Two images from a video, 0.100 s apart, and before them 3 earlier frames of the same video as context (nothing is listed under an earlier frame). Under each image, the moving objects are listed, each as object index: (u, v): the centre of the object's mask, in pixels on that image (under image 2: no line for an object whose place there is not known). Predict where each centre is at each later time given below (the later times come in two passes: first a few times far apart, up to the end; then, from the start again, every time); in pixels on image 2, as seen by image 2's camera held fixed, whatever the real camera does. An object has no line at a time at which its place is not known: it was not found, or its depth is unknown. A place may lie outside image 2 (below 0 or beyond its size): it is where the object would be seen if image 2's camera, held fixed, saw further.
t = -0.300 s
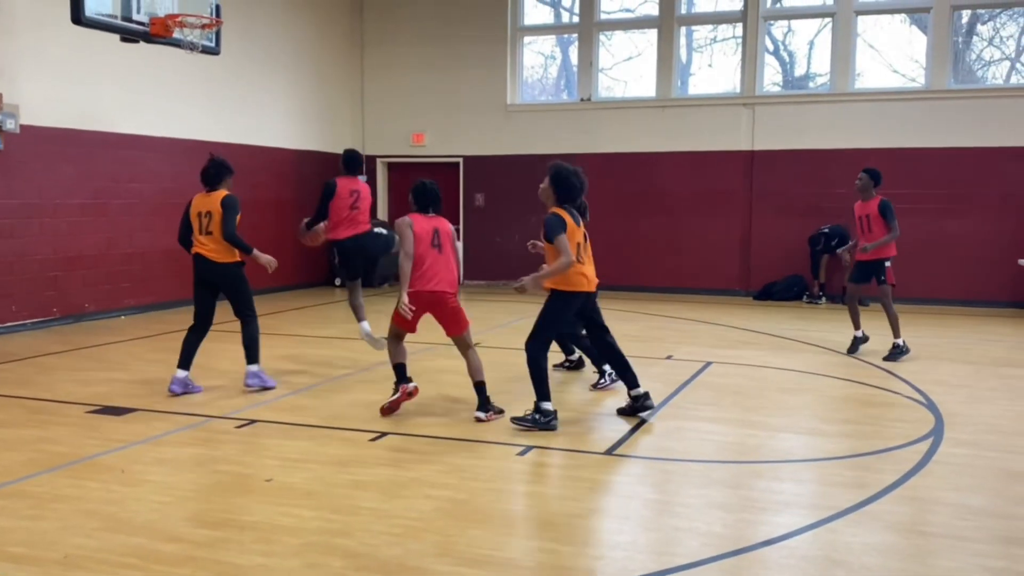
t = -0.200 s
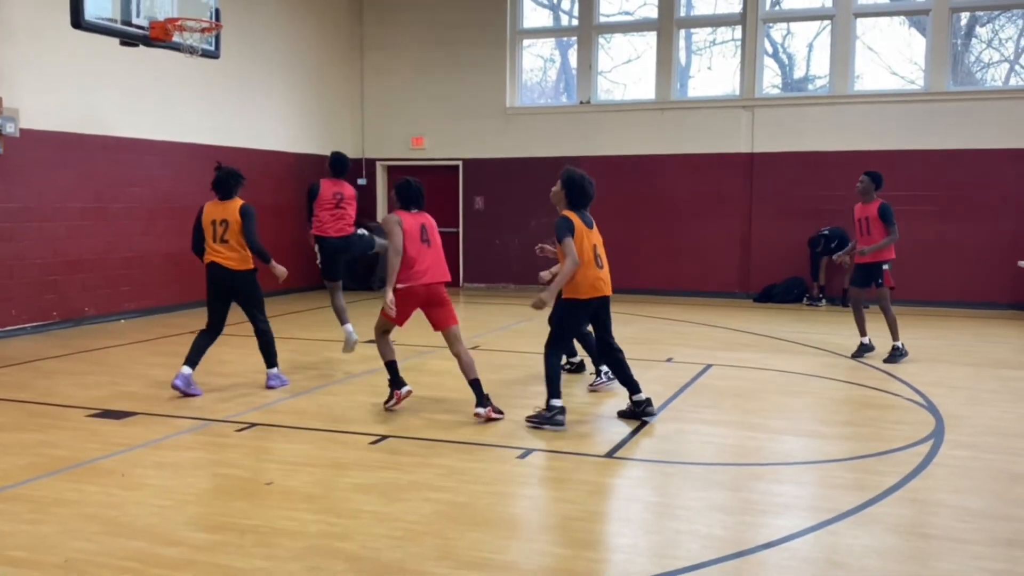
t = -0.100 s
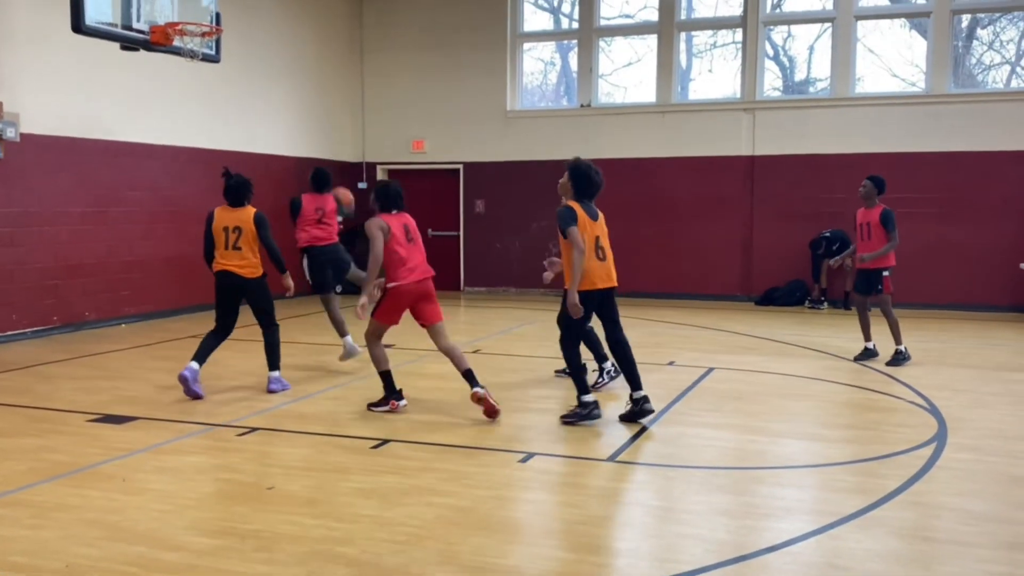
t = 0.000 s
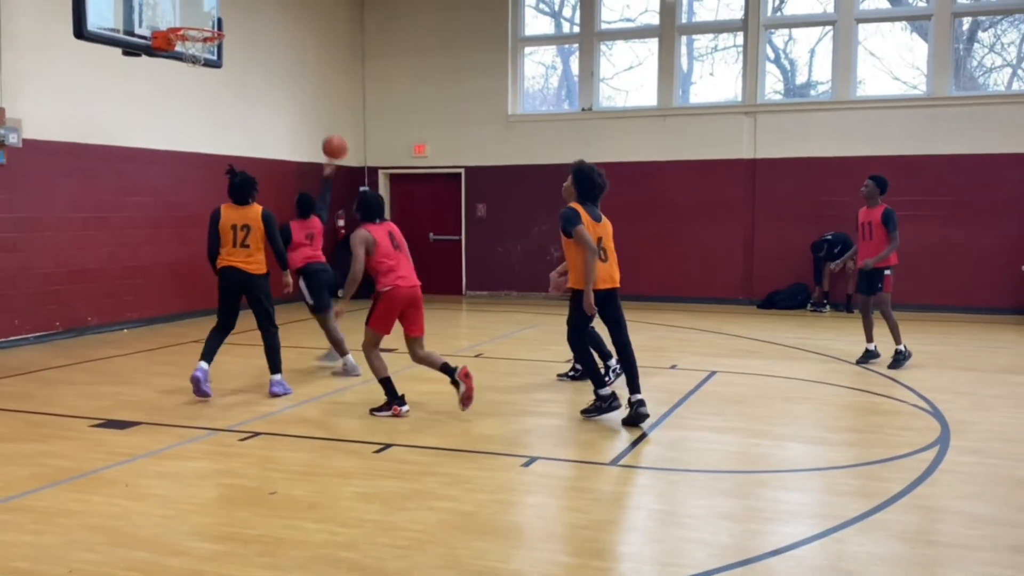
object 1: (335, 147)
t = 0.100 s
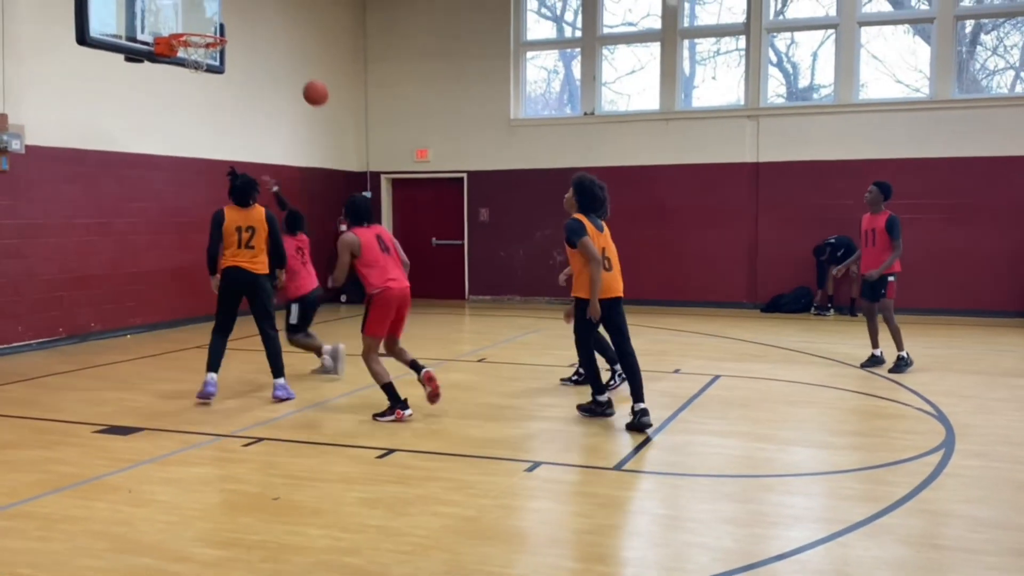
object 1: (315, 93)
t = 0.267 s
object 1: (281, 18)
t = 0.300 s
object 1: (274, 6)
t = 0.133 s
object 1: (309, 76)
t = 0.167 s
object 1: (302, 59)
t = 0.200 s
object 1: (295, 45)
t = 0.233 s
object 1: (288, 31)
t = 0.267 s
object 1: (281, 18)
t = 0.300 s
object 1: (274, 6)
